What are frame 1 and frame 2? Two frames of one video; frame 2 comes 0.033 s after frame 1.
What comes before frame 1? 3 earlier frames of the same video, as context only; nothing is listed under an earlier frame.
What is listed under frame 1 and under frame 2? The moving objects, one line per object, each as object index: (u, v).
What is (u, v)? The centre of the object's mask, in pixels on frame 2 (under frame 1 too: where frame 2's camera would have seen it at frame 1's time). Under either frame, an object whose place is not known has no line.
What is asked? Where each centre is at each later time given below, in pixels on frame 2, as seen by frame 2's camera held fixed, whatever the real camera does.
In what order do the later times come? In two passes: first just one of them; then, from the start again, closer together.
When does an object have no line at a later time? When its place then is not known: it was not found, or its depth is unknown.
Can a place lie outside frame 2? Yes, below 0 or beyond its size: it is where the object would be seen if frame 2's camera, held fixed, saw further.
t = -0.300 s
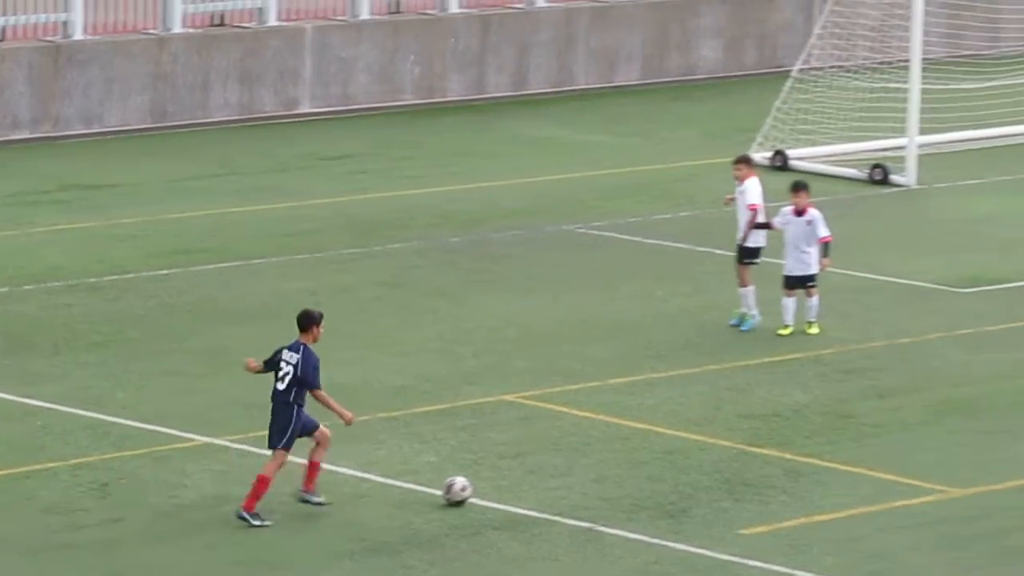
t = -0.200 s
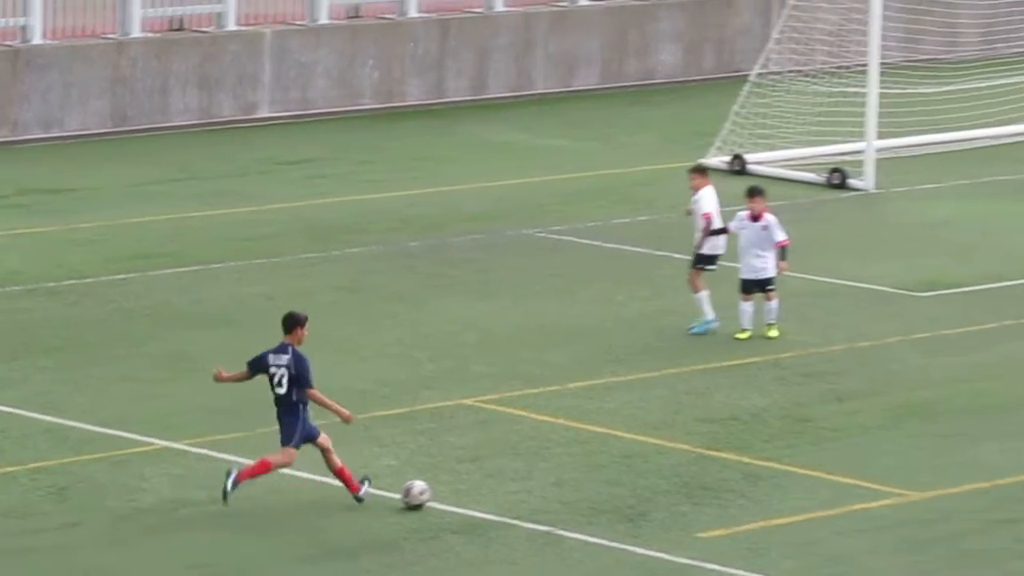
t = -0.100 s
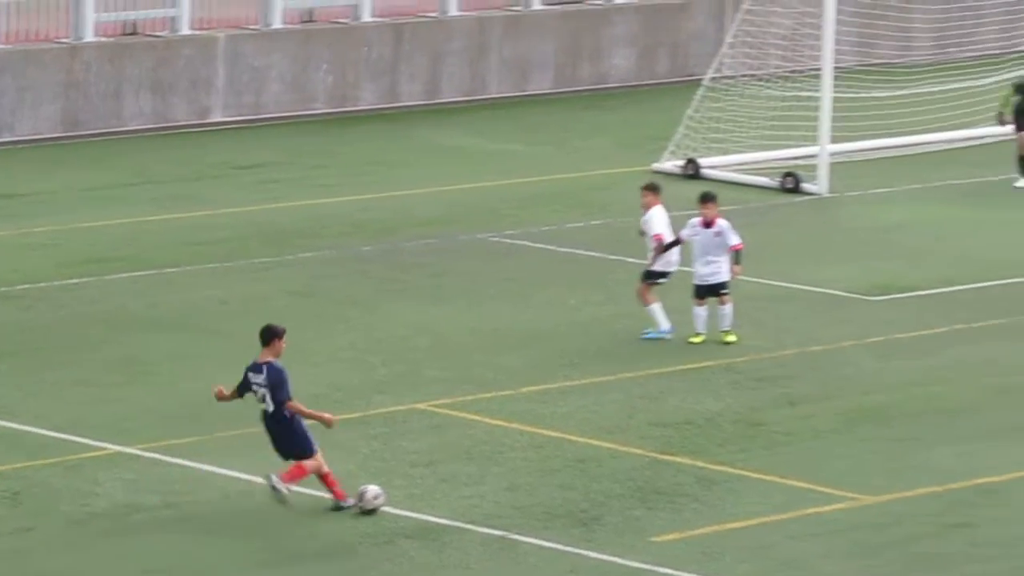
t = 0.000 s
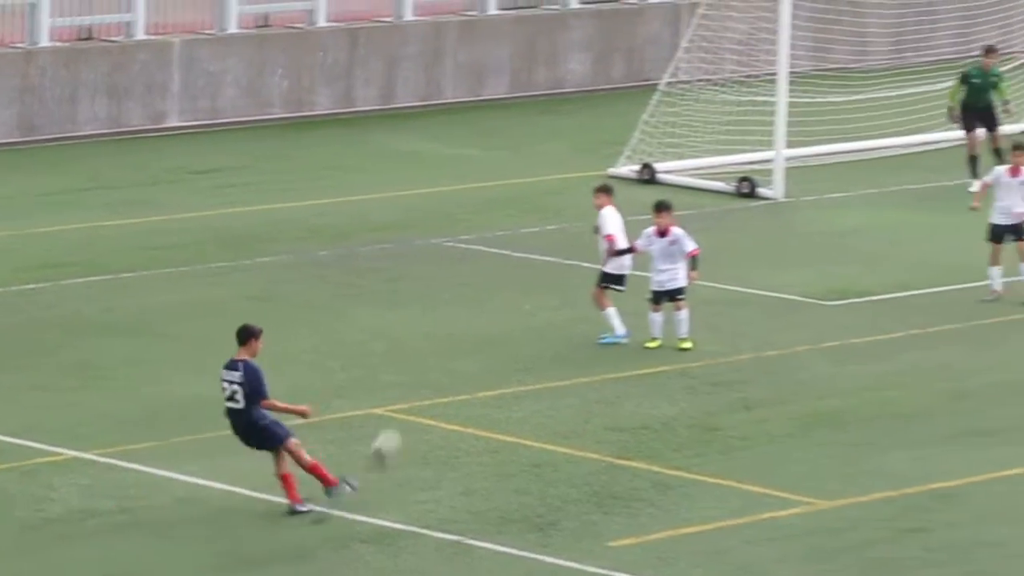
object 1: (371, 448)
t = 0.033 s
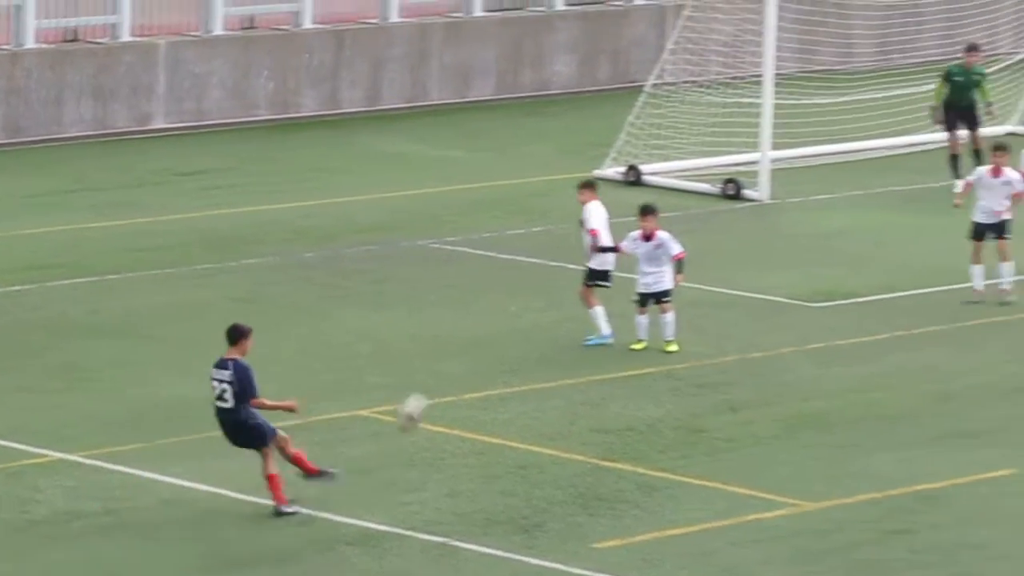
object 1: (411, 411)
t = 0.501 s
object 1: (792, 66)
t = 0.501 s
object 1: (792, 66)
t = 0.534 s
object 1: (810, 51)
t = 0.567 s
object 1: (825, 38)
